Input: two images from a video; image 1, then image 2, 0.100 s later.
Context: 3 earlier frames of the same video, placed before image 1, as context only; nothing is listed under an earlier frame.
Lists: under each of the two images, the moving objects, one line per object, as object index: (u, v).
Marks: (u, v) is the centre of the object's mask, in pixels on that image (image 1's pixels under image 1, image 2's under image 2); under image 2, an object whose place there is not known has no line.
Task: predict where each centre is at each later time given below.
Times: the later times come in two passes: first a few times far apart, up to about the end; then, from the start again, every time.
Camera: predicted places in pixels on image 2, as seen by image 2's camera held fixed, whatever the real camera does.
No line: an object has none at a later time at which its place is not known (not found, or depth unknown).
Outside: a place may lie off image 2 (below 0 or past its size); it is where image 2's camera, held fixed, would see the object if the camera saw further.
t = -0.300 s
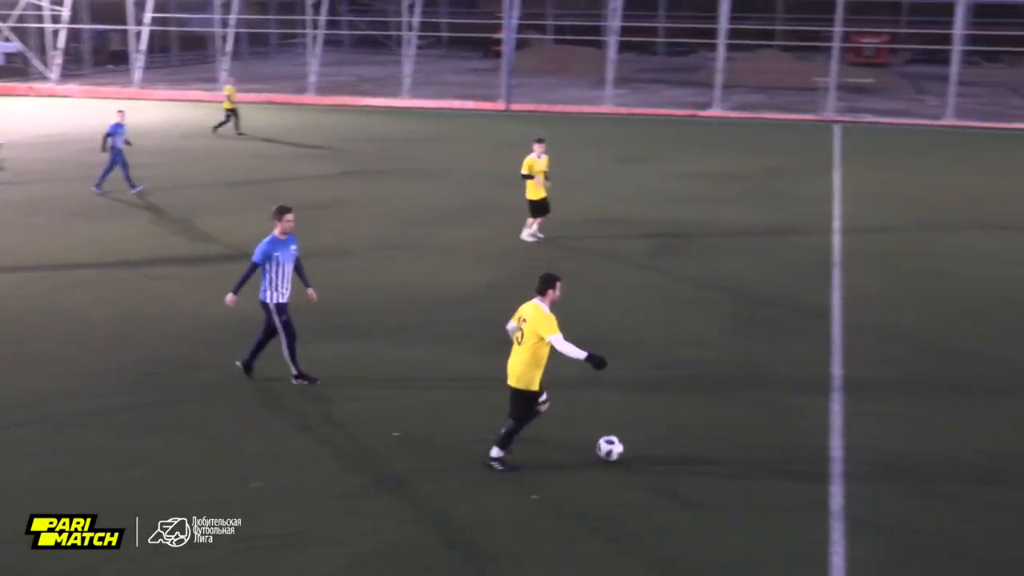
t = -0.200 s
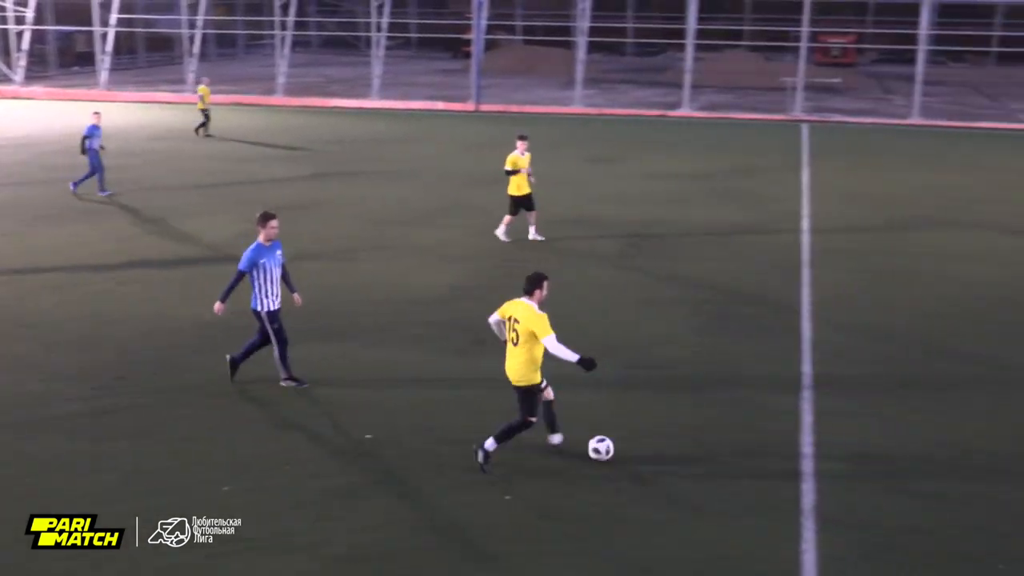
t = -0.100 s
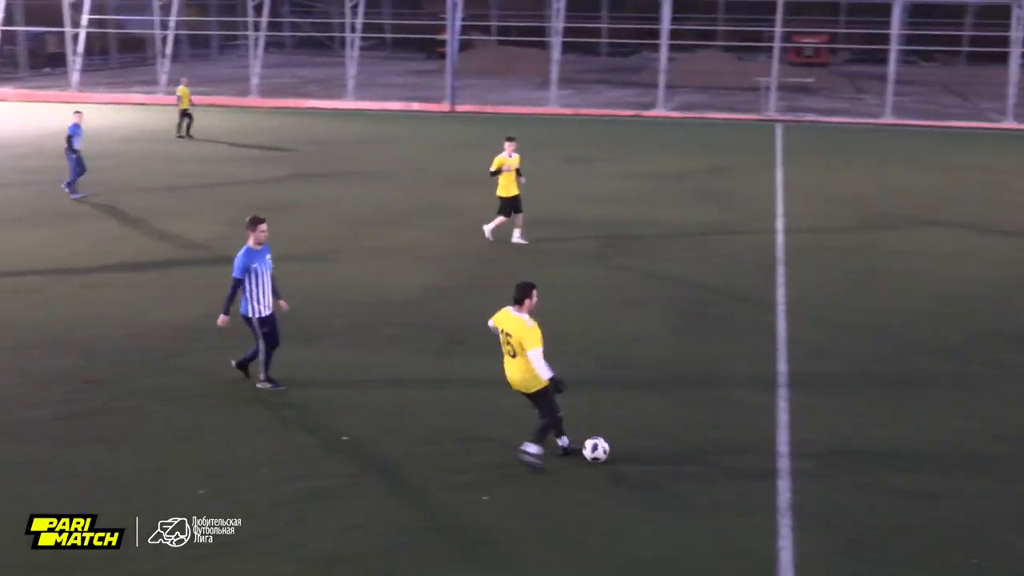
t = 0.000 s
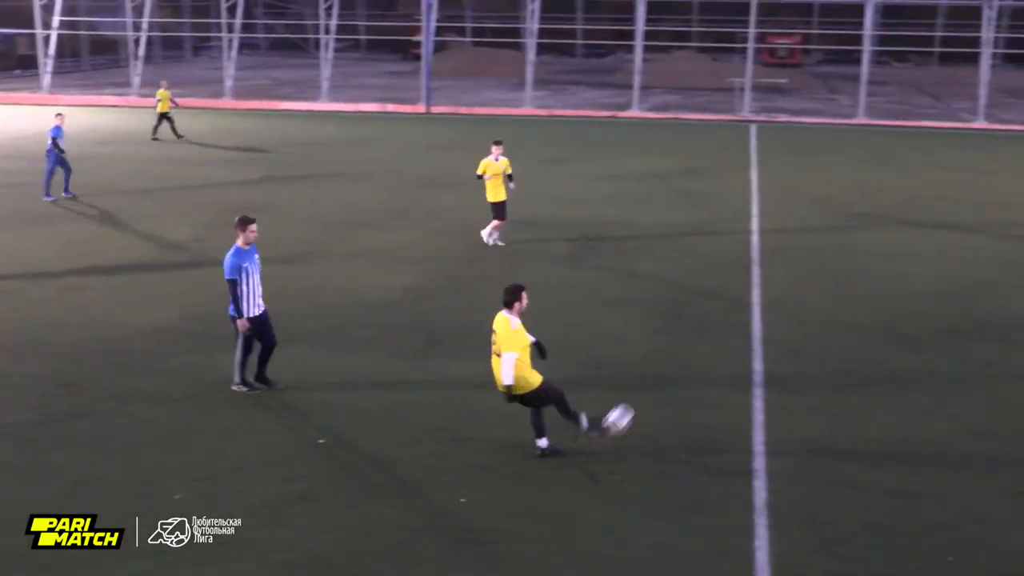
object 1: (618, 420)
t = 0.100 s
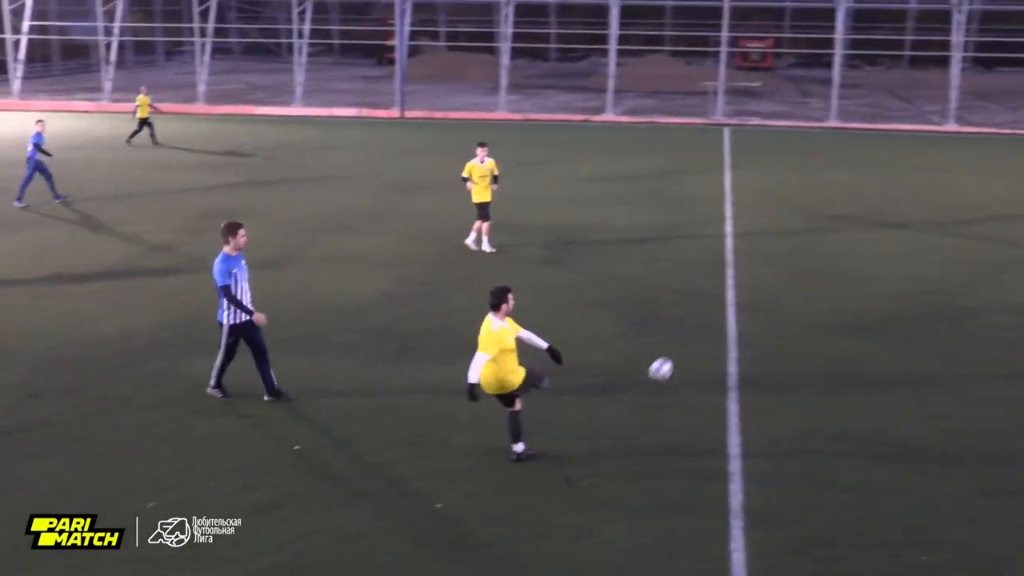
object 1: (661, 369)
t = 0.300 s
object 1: (735, 306)
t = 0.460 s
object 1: (770, 270)
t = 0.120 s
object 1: (671, 362)
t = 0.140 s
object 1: (680, 355)
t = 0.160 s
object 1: (689, 349)
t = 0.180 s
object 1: (697, 344)
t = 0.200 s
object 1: (704, 337)
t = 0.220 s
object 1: (711, 330)
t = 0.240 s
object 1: (717, 323)
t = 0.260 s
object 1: (723, 316)
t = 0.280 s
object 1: (729, 311)
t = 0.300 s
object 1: (735, 306)
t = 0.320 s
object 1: (741, 302)
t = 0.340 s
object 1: (746, 298)
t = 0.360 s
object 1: (750, 294)
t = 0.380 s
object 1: (755, 290)
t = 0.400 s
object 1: (759, 284)
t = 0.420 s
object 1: (763, 279)
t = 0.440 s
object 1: (767, 275)
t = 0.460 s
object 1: (770, 270)
